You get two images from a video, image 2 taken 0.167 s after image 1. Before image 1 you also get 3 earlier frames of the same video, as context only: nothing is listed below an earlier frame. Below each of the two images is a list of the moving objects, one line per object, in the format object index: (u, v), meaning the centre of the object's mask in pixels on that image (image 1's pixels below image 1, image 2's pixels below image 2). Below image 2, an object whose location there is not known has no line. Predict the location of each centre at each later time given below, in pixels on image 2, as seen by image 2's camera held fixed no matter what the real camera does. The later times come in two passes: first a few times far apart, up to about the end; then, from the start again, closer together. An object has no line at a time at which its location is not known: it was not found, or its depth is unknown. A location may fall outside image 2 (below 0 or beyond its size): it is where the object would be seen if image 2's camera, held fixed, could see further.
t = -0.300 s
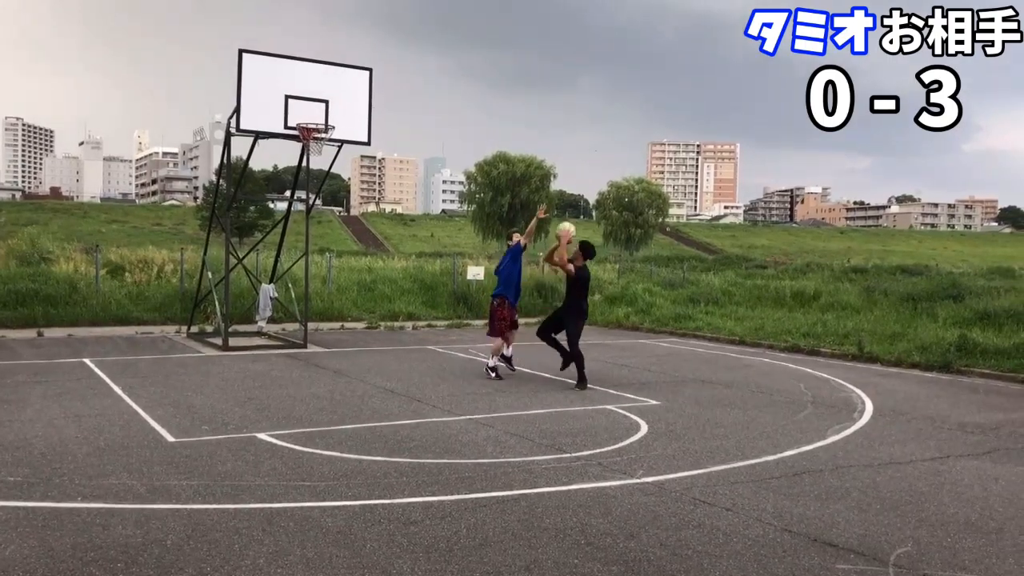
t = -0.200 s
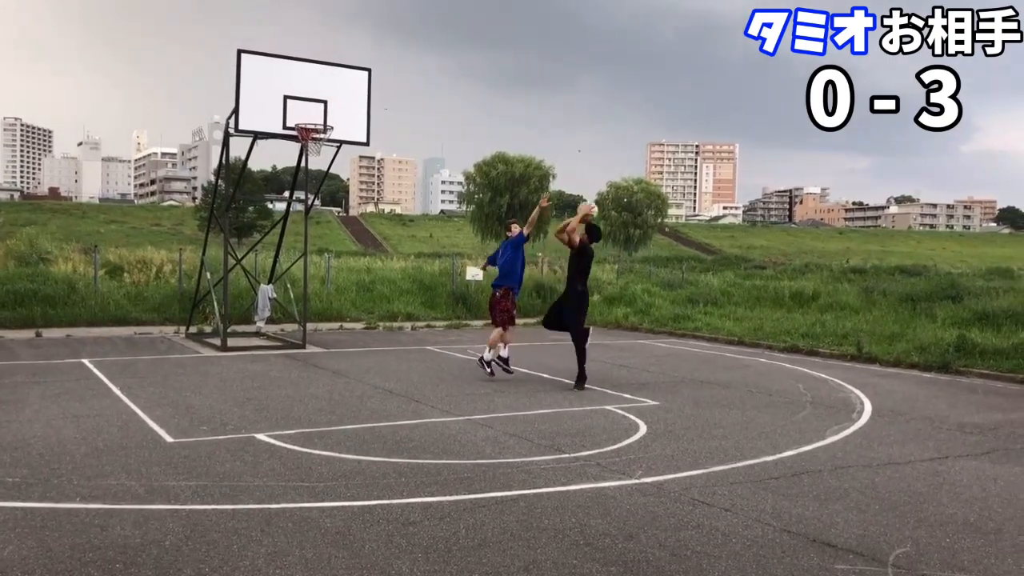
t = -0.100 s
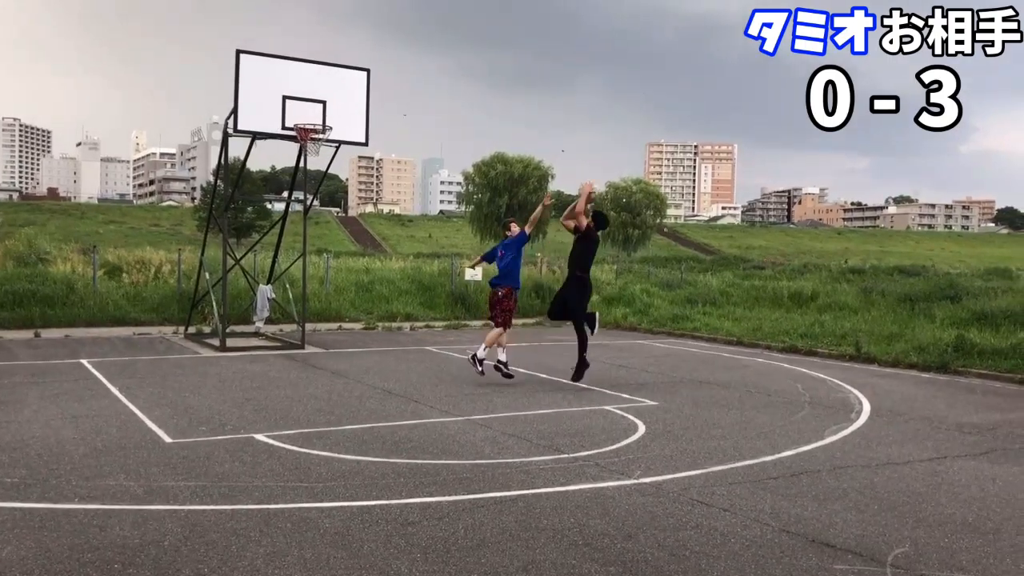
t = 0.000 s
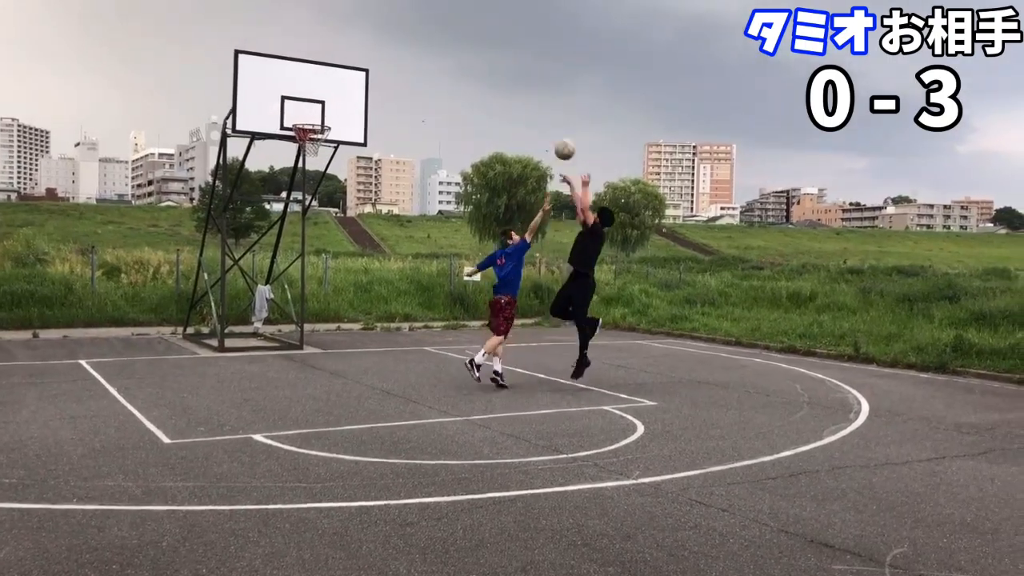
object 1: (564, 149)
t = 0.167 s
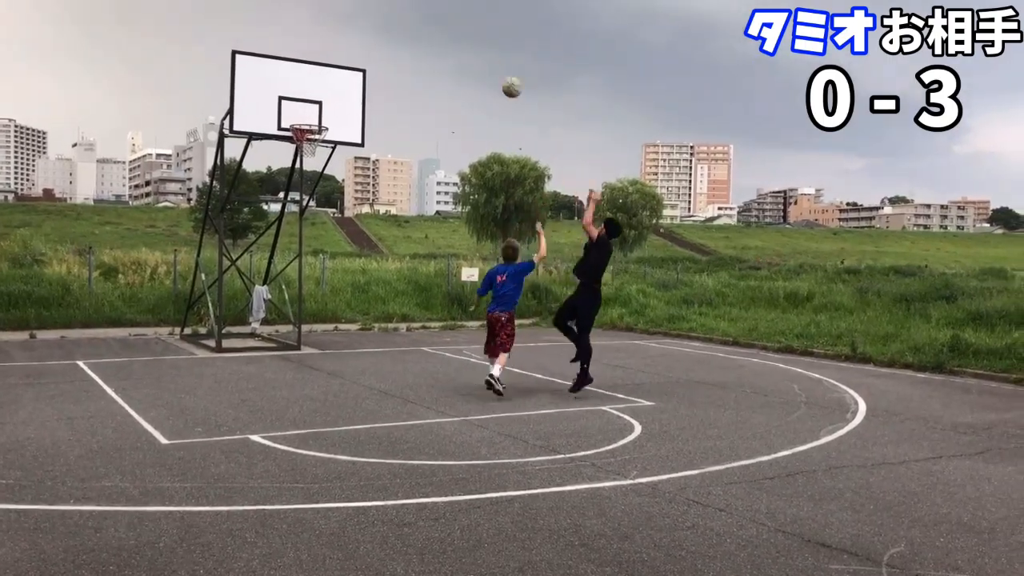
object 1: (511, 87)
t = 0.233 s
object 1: (492, 70)
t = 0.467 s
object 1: (427, 39)
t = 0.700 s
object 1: (366, 54)
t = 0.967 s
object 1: (312, 109)
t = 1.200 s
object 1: (317, 137)
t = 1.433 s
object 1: (303, 140)
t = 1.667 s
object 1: (304, 145)
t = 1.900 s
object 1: (311, 149)
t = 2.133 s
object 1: (307, 174)
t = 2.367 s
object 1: (300, 239)
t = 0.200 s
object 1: (502, 78)
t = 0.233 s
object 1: (492, 70)
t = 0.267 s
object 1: (482, 62)
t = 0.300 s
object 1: (473, 56)
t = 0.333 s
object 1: (464, 51)
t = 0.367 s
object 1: (454, 46)
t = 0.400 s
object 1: (445, 43)
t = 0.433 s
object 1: (436, 41)
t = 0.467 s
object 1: (427, 39)
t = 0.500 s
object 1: (417, 39)
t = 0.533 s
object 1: (408, 39)
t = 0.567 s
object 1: (400, 40)
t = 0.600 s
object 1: (391, 42)
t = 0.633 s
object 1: (383, 45)
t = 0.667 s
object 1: (374, 49)
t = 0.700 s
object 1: (366, 54)
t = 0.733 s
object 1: (357, 59)
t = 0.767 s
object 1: (349, 65)
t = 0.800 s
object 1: (341, 72)
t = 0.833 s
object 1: (333, 79)
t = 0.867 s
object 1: (325, 87)
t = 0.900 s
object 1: (317, 96)
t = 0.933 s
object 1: (313, 103)
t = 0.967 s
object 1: (312, 109)
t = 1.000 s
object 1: (312, 117)
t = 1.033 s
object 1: (310, 125)
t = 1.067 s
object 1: (310, 131)
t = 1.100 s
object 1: (312, 133)
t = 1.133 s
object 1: (313, 135)
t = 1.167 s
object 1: (316, 135)
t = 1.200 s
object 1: (317, 137)
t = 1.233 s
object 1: (317, 139)
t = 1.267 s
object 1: (314, 142)
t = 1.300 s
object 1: (312, 141)
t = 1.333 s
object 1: (310, 141)
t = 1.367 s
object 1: (308, 141)
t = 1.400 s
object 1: (304, 141)
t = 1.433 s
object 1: (303, 140)
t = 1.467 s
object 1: (301, 140)
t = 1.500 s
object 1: (301, 141)
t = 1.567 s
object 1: (301, 142)
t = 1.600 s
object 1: (301, 143)
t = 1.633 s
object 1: (302, 144)
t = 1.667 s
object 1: (304, 145)
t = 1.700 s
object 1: (306, 146)
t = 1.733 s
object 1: (309, 147)
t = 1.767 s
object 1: (310, 147)
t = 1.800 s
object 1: (311, 146)
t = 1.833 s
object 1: (311, 147)
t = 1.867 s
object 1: (311, 148)
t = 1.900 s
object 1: (311, 149)
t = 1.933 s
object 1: (310, 150)
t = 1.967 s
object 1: (309, 152)
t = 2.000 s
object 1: (309, 154)
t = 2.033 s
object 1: (308, 156)
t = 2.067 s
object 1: (307, 156)
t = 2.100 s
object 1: (307, 166)
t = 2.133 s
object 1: (307, 174)
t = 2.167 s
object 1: (305, 180)
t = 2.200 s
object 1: (304, 189)
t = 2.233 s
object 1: (304, 197)
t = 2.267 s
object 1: (302, 206)
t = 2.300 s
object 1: (302, 216)
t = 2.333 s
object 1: (301, 227)
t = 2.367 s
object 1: (300, 239)
